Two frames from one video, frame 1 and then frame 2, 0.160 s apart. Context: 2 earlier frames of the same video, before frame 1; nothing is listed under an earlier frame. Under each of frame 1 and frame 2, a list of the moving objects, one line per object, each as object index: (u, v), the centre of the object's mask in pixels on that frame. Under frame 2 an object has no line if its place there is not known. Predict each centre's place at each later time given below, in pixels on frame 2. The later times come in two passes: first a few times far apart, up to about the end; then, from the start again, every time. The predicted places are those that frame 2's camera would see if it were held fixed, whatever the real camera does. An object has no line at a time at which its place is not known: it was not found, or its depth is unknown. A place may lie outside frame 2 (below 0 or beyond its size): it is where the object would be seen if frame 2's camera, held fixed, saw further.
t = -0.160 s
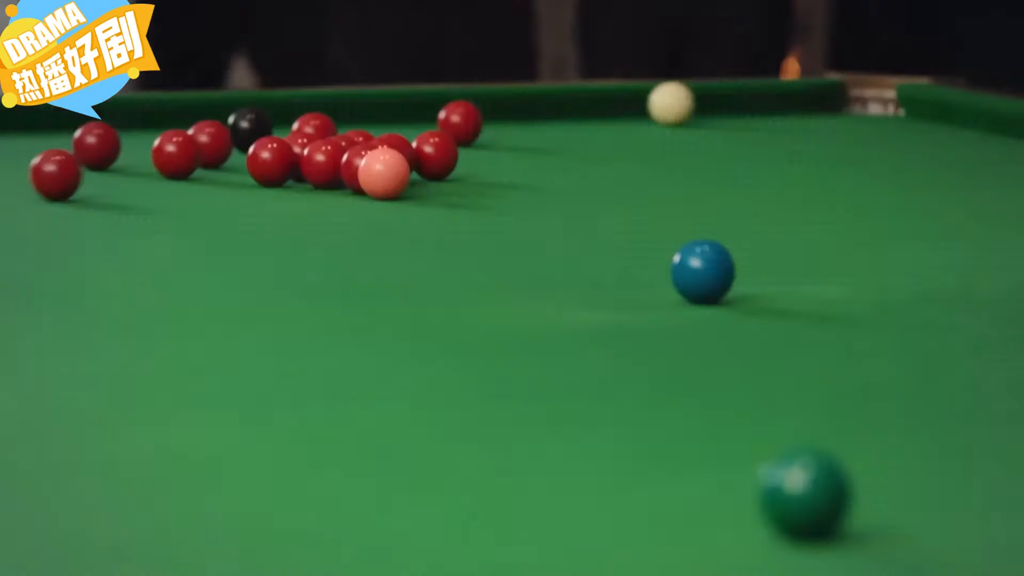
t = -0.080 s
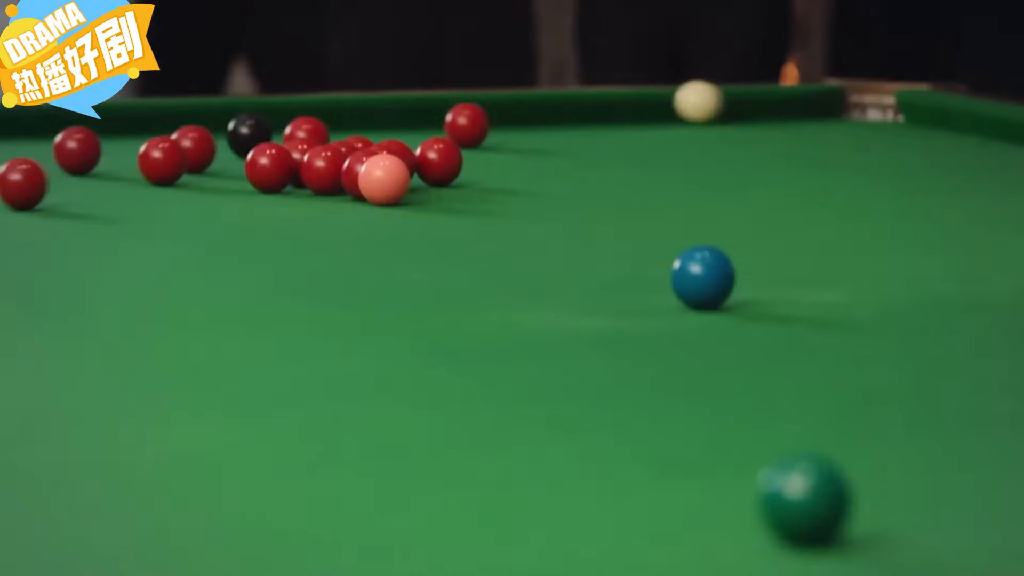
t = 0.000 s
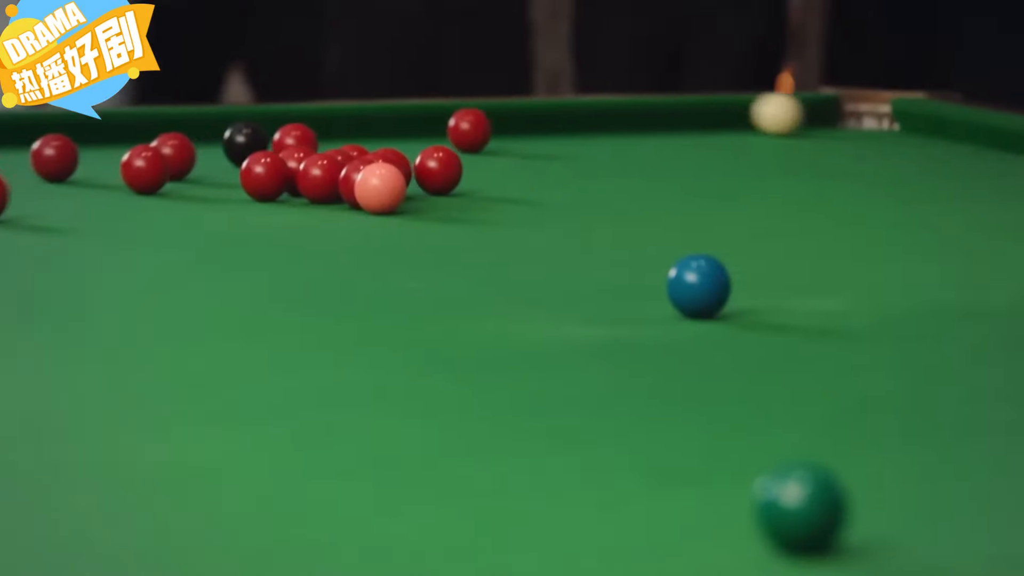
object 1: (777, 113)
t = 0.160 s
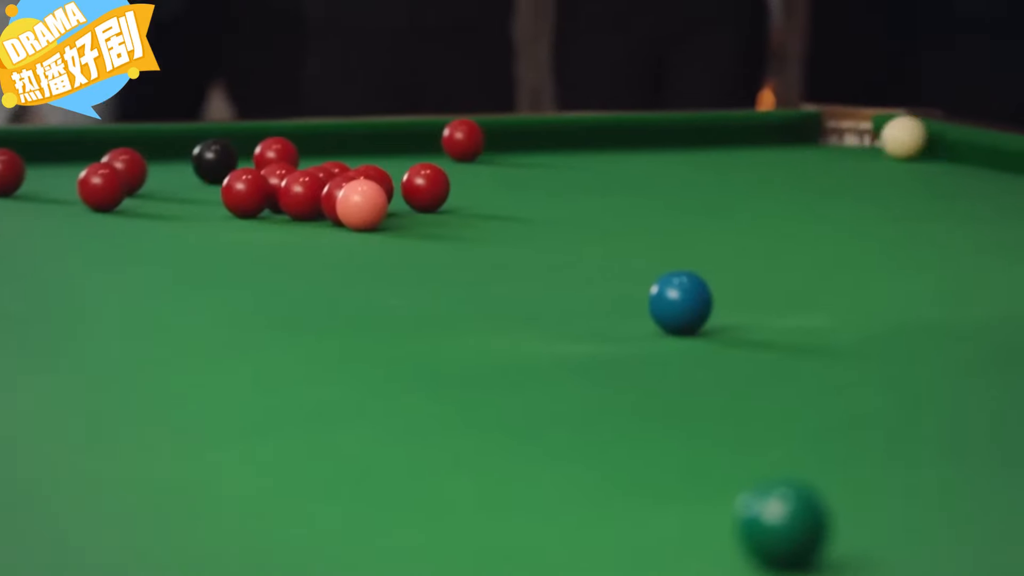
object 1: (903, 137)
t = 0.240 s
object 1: (884, 142)
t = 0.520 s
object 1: (845, 161)
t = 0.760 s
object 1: (810, 178)
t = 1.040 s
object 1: (767, 197)
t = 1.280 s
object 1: (730, 215)
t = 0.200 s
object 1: (892, 140)
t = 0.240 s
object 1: (884, 142)
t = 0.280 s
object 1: (877, 145)
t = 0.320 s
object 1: (871, 148)
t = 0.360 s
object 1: (866, 150)
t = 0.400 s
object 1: (861, 153)
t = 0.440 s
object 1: (856, 155)
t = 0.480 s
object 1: (850, 158)
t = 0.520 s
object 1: (845, 161)
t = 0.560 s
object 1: (839, 164)
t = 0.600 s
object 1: (833, 166)
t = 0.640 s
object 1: (827, 169)
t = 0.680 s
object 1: (822, 172)
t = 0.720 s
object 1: (816, 174)
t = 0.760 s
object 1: (810, 178)
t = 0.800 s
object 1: (804, 180)
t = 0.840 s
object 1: (798, 183)
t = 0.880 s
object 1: (792, 186)
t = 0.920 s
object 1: (785, 189)
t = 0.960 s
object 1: (780, 192)
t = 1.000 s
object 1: (773, 194)
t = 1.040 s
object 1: (767, 197)
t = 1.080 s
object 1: (761, 200)
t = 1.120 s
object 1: (755, 203)
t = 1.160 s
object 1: (749, 206)
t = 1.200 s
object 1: (743, 209)
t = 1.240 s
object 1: (736, 212)
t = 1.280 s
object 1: (730, 215)
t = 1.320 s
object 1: (724, 218)
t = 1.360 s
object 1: (718, 221)
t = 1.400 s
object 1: (712, 224)
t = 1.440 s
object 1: (706, 227)
